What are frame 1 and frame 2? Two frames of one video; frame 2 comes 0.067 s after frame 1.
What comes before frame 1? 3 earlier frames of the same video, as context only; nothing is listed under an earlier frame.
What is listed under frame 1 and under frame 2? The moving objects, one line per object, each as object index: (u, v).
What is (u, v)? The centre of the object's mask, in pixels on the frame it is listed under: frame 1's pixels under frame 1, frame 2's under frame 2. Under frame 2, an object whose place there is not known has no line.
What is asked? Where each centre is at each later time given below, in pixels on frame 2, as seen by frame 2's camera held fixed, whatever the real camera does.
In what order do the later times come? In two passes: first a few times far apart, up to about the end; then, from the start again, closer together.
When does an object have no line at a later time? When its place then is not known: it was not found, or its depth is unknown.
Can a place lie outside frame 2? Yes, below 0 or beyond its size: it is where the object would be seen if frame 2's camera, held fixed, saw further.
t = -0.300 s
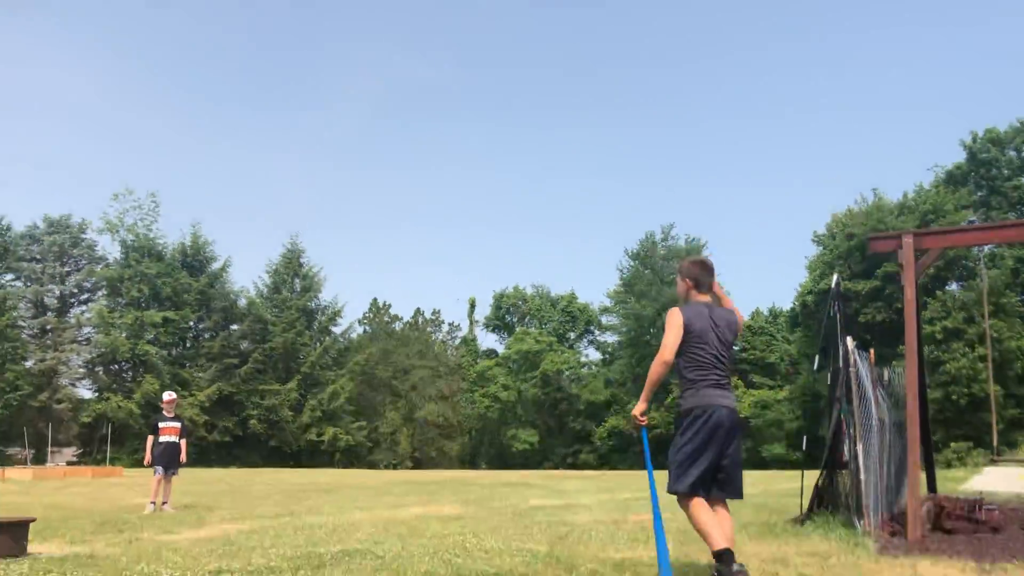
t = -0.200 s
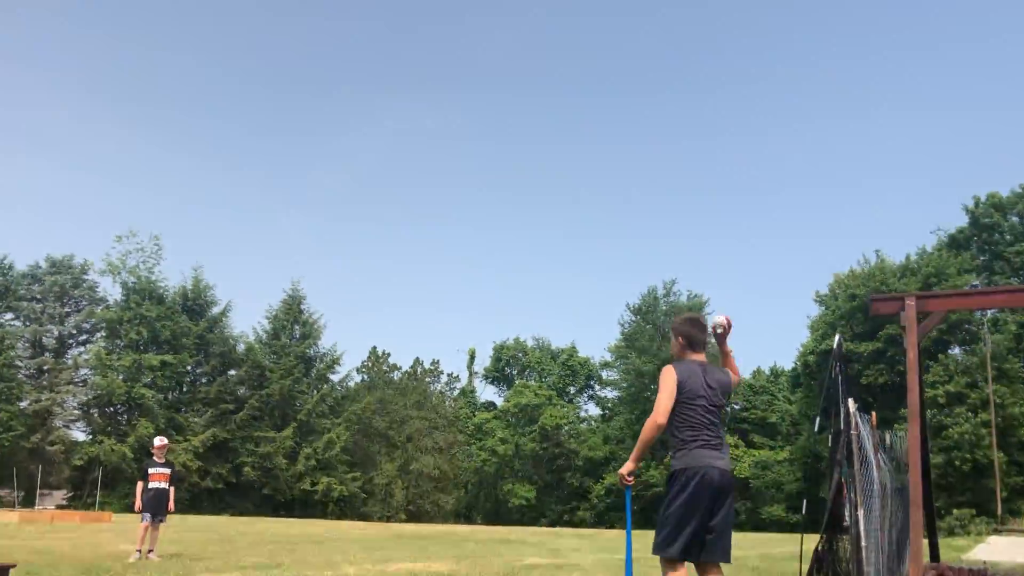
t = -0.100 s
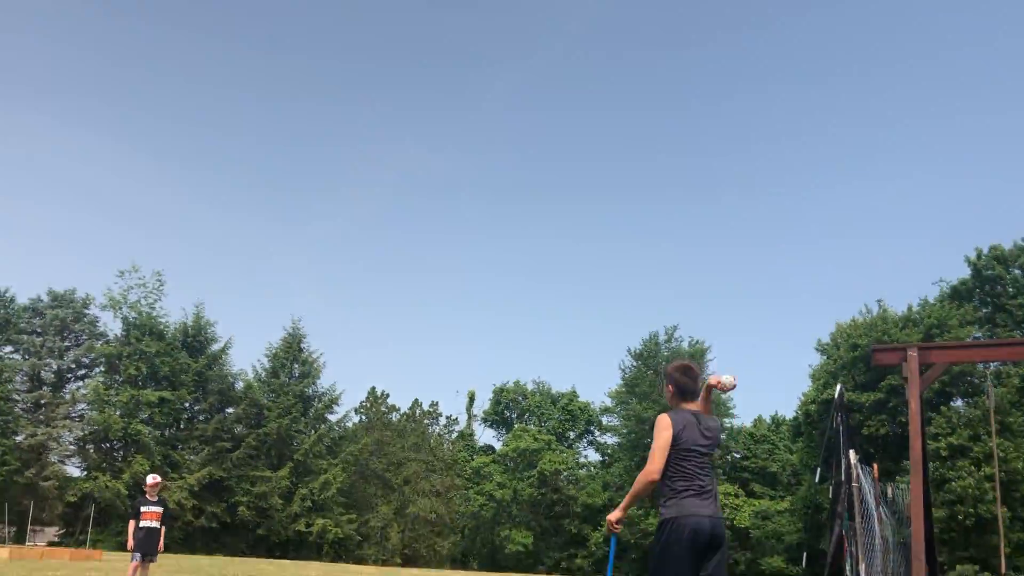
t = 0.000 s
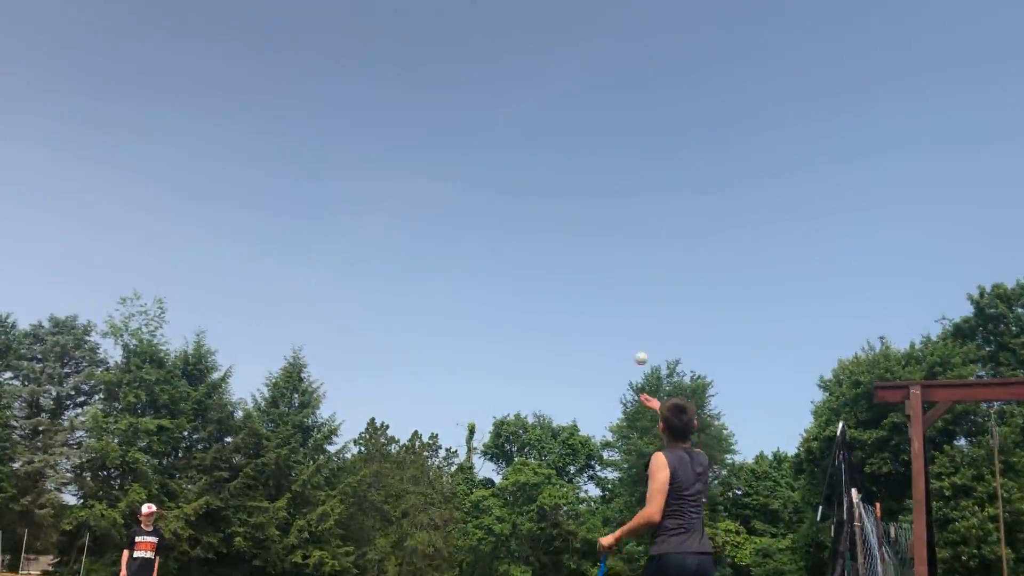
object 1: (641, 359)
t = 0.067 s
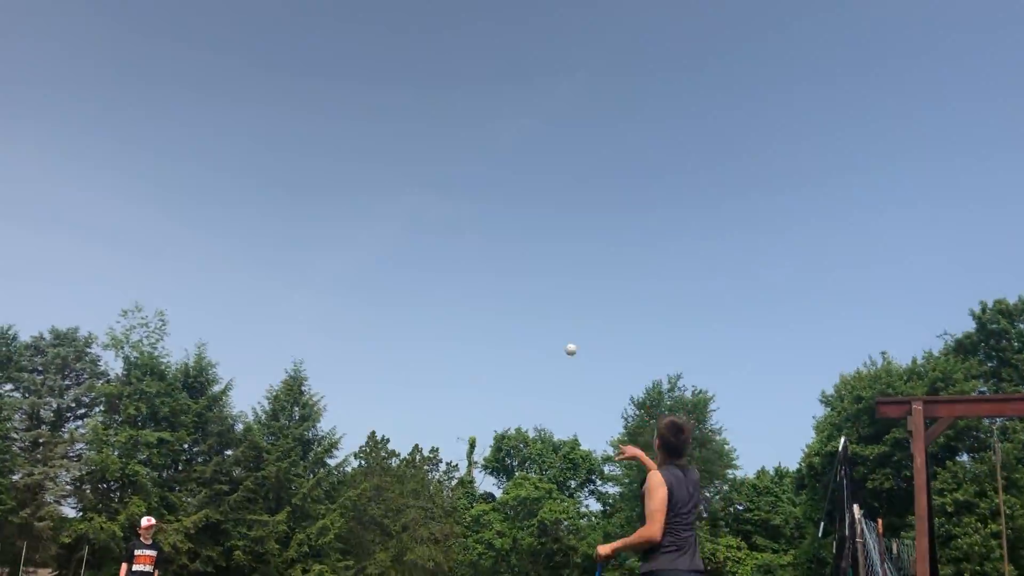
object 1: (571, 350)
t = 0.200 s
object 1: (461, 331)
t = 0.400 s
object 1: (345, 349)
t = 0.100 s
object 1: (540, 342)
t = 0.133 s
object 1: (511, 337)
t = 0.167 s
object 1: (485, 333)
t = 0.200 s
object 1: (461, 331)
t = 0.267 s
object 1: (417, 333)
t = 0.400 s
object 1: (345, 349)
